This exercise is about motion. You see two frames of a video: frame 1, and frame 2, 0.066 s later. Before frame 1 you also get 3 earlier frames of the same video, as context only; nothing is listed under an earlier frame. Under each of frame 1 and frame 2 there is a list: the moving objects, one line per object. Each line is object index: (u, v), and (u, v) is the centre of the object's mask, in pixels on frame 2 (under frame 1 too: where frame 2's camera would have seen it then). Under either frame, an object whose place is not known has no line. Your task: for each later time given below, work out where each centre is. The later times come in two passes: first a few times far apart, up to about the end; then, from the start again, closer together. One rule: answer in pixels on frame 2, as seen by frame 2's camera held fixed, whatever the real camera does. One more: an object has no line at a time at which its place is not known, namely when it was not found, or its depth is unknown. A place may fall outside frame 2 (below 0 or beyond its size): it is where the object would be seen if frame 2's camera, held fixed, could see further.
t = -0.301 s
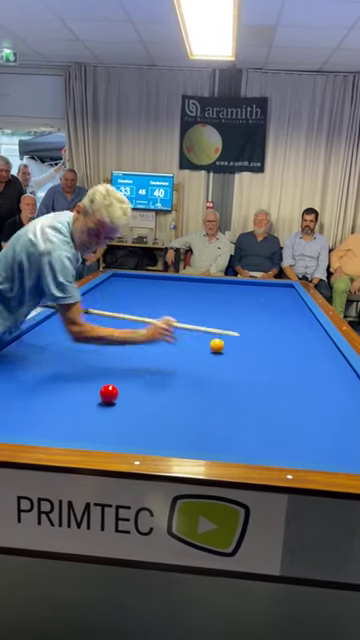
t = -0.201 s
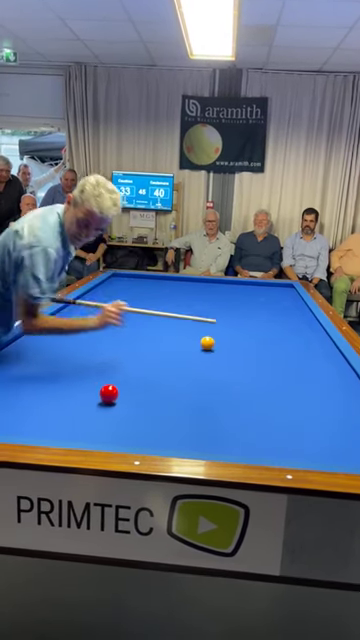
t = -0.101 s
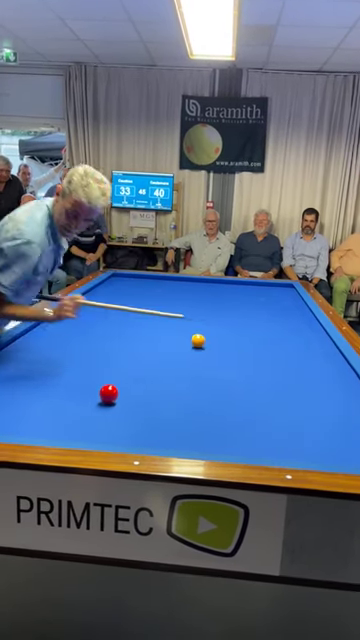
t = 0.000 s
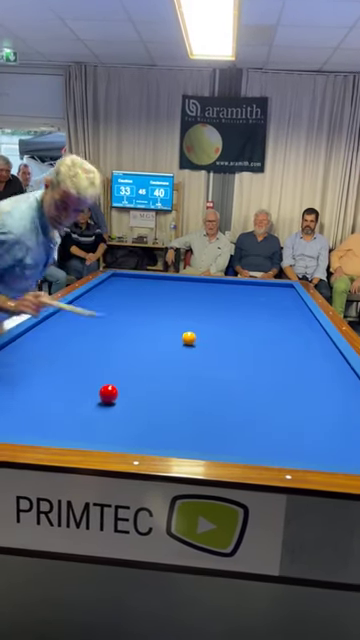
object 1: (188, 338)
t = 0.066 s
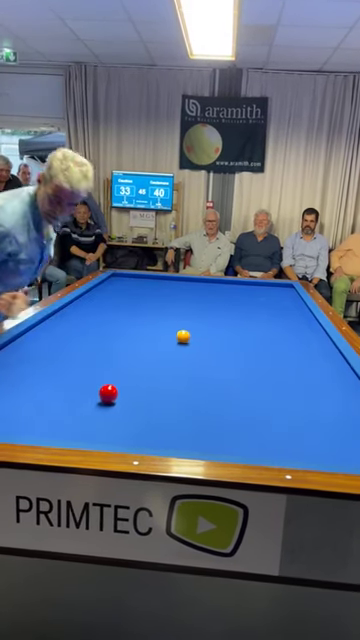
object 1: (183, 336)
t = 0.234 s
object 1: (169, 332)
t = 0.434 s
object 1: (153, 328)
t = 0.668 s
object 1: (136, 324)
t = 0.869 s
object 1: (122, 320)
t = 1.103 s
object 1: (108, 316)
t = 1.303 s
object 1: (95, 313)
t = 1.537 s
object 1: (82, 310)
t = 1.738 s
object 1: (72, 307)
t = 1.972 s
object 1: (74, 305)
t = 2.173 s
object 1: (82, 305)
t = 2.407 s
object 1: (91, 304)
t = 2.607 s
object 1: (98, 304)
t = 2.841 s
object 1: (105, 303)
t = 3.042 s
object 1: (111, 303)
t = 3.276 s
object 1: (118, 302)
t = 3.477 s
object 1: (123, 302)
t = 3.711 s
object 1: (129, 301)
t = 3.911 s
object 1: (134, 301)
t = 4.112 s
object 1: (139, 300)
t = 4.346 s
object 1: (144, 300)
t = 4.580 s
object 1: (148, 299)
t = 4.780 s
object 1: (152, 299)
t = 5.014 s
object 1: (155, 299)
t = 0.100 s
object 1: (180, 335)
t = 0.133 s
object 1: (177, 335)
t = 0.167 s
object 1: (174, 334)
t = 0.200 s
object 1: (172, 333)
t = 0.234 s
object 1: (169, 332)
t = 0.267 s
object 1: (166, 332)
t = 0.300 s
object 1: (163, 331)
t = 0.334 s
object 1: (161, 330)
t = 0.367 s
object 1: (158, 330)
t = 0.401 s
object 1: (156, 329)
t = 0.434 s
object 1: (153, 328)
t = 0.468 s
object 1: (150, 328)
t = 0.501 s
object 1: (148, 327)
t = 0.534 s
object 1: (146, 326)
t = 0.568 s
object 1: (143, 326)
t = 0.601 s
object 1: (141, 325)
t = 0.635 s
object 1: (138, 325)
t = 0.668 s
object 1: (136, 324)
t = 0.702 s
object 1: (134, 323)
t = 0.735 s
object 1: (132, 322)
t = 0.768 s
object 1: (129, 322)
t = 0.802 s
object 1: (127, 321)
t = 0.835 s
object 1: (125, 321)
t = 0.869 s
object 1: (122, 320)
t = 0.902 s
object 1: (120, 320)
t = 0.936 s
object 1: (118, 319)
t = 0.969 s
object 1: (116, 318)
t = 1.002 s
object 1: (114, 318)
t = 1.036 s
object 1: (112, 317)
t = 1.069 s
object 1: (110, 317)
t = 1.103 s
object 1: (108, 316)
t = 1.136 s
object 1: (105, 315)
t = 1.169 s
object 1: (103, 315)
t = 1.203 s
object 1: (101, 314)
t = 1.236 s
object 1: (99, 314)
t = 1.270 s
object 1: (97, 313)
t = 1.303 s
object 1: (95, 313)
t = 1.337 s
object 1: (93, 313)
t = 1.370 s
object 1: (92, 312)
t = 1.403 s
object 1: (90, 312)
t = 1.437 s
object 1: (88, 311)
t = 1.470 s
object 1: (86, 311)
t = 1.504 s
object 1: (84, 310)
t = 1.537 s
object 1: (82, 310)
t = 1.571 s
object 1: (80, 309)
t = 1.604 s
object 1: (79, 309)
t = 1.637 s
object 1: (77, 308)
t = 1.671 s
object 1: (75, 308)
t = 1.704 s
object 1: (73, 307)
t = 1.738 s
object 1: (72, 307)
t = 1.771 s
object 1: (70, 306)
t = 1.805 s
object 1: (69, 306)
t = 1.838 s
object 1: (69, 305)
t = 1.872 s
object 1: (71, 305)
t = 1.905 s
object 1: (72, 305)
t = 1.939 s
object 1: (73, 305)
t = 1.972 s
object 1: (74, 305)
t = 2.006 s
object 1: (76, 305)
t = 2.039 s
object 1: (77, 305)
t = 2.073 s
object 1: (78, 305)
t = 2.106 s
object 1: (80, 305)
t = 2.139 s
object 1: (81, 305)
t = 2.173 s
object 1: (82, 305)
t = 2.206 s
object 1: (84, 305)
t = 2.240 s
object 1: (85, 305)
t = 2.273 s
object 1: (86, 305)
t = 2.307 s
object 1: (87, 304)
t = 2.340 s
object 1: (88, 304)
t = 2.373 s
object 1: (89, 304)
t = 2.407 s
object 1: (91, 304)
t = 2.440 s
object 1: (92, 304)
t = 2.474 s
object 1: (93, 304)
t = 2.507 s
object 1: (94, 304)
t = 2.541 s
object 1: (95, 304)
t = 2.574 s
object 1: (96, 304)
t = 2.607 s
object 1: (98, 304)
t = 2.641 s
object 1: (99, 303)
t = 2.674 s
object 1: (100, 303)
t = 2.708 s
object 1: (101, 303)
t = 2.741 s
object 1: (102, 303)
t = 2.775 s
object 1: (103, 303)
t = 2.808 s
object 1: (104, 303)
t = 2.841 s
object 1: (105, 303)
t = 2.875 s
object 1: (106, 303)
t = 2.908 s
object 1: (107, 303)
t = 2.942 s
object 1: (108, 303)
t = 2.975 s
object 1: (109, 303)
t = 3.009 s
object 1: (110, 303)
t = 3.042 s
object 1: (111, 303)
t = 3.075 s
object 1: (112, 302)
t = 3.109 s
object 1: (113, 302)
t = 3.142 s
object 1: (114, 302)
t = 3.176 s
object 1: (115, 302)
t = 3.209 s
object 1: (116, 302)
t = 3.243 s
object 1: (117, 302)
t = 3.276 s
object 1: (118, 302)
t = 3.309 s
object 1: (118, 302)
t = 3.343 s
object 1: (119, 302)
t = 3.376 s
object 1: (120, 302)
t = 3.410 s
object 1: (121, 302)
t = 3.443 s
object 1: (122, 302)
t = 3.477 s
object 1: (123, 302)
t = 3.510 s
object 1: (124, 302)
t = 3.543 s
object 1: (125, 302)
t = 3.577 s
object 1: (126, 301)
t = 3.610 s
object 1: (127, 301)
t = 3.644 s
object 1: (127, 301)
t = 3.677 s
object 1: (128, 301)
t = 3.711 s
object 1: (129, 301)
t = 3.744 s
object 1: (130, 301)
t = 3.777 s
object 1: (131, 301)
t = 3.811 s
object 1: (132, 301)
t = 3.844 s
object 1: (132, 301)
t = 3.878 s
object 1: (133, 301)
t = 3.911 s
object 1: (134, 301)
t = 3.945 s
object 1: (135, 301)
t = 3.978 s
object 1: (135, 301)
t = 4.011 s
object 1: (137, 301)
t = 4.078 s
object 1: (138, 301)
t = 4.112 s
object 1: (139, 300)
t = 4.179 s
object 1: (140, 300)
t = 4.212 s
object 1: (141, 300)
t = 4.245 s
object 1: (142, 300)
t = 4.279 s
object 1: (142, 300)
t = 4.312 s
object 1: (143, 300)
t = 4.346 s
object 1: (144, 300)
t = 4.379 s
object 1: (144, 300)
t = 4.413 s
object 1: (145, 300)
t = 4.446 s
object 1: (146, 300)
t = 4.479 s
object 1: (147, 299)
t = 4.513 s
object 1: (146, 300)
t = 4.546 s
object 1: (147, 299)
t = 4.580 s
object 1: (148, 299)
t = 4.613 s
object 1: (148, 299)
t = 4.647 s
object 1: (149, 299)
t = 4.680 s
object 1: (150, 299)
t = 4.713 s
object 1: (150, 299)
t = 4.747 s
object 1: (151, 299)
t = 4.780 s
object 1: (152, 299)
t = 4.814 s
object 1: (152, 299)
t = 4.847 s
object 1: (152, 299)
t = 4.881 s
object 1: (152, 299)
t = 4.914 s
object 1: (153, 299)
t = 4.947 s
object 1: (154, 299)
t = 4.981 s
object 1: (154, 299)
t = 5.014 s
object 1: (155, 299)
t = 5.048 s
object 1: (156, 299)
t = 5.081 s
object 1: (157, 299)
